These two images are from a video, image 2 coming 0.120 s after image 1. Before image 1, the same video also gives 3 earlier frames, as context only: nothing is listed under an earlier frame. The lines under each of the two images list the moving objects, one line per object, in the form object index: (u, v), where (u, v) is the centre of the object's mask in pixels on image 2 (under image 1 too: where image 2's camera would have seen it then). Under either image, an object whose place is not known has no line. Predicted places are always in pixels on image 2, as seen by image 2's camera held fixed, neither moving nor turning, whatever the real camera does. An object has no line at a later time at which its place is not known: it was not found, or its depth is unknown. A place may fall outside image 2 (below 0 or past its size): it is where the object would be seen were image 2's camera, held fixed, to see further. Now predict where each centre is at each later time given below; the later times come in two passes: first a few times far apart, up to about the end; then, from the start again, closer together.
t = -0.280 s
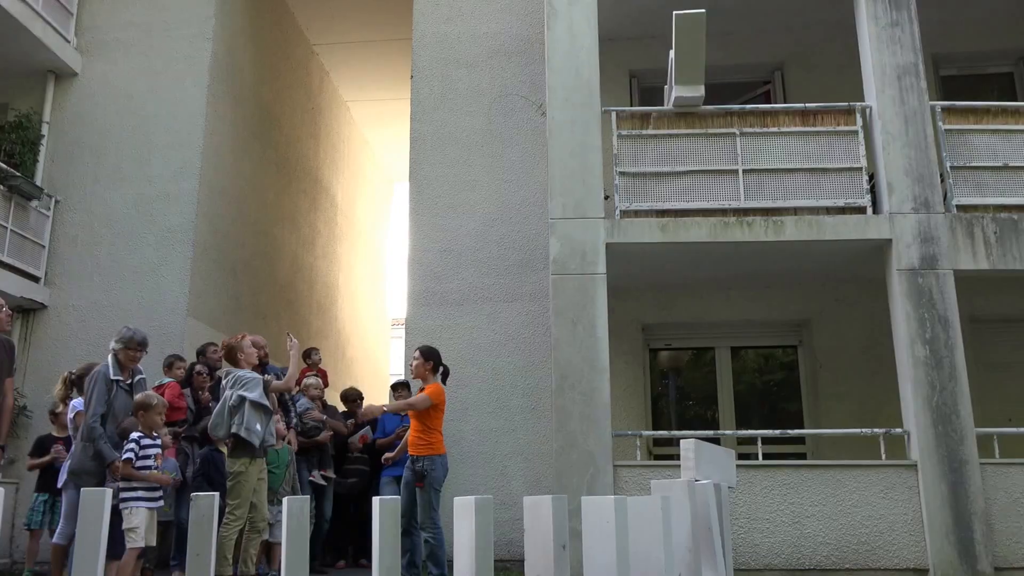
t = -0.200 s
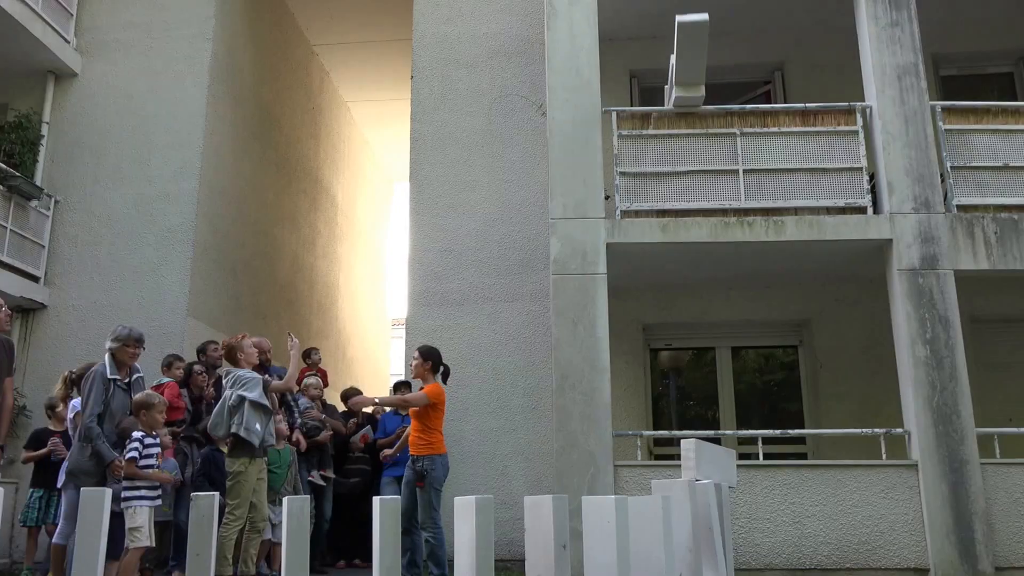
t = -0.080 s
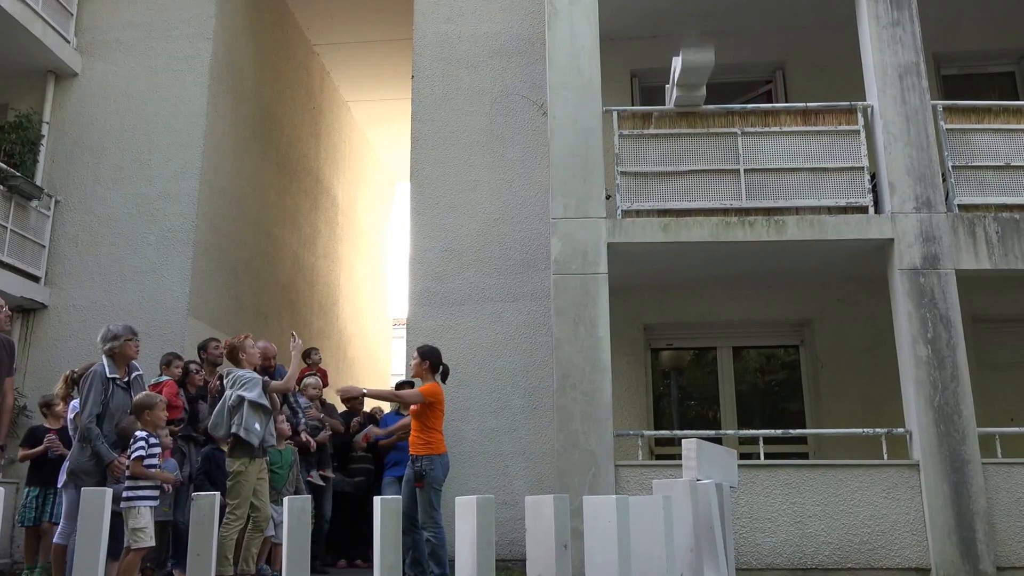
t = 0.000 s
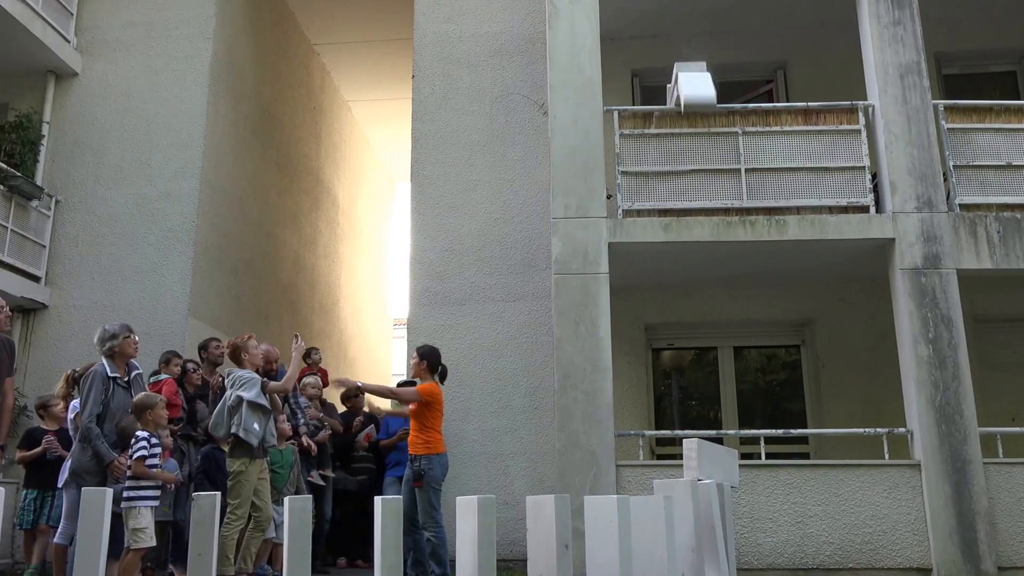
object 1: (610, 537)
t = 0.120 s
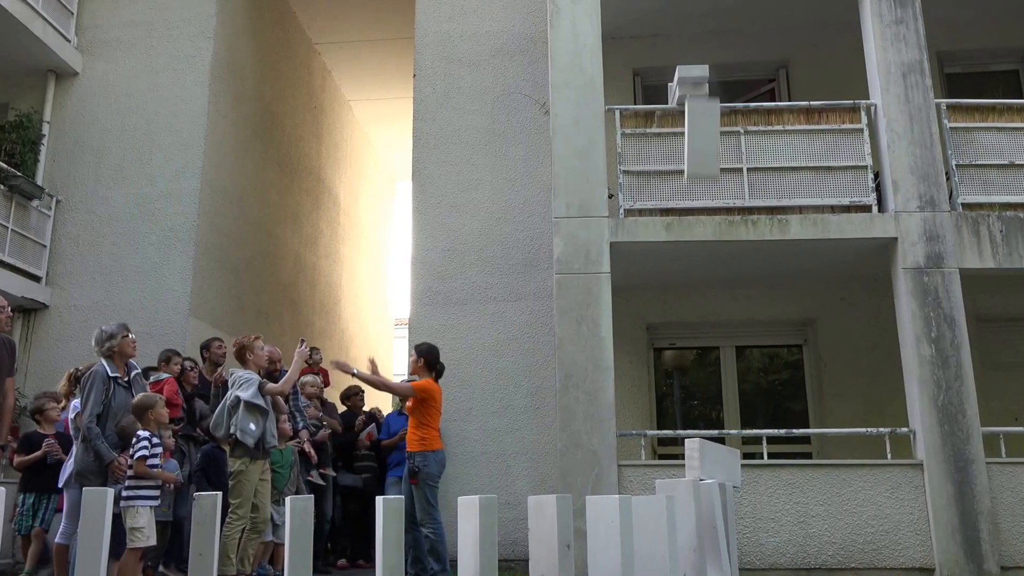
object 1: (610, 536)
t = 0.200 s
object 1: (610, 535)
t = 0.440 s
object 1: (610, 534)
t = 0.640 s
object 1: (609, 533)
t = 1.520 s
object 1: (572, 578)
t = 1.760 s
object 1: (565, 582)
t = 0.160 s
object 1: (610, 536)
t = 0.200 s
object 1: (610, 535)
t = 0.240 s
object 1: (610, 535)
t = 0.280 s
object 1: (610, 534)
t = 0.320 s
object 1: (610, 534)
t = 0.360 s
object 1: (610, 534)
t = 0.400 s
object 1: (610, 534)
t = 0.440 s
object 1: (610, 534)
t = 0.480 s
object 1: (609, 533)
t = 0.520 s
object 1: (609, 533)
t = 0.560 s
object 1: (609, 533)
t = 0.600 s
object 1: (609, 533)
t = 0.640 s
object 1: (609, 533)
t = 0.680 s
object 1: (608, 533)
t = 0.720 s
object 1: (608, 533)
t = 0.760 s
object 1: (608, 534)
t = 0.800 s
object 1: (608, 533)
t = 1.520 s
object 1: (572, 578)
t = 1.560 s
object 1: (571, 580)
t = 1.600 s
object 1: (571, 581)
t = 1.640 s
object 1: (569, 581)
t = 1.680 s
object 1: (569, 582)
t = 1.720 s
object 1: (567, 583)
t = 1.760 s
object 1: (565, 582)
